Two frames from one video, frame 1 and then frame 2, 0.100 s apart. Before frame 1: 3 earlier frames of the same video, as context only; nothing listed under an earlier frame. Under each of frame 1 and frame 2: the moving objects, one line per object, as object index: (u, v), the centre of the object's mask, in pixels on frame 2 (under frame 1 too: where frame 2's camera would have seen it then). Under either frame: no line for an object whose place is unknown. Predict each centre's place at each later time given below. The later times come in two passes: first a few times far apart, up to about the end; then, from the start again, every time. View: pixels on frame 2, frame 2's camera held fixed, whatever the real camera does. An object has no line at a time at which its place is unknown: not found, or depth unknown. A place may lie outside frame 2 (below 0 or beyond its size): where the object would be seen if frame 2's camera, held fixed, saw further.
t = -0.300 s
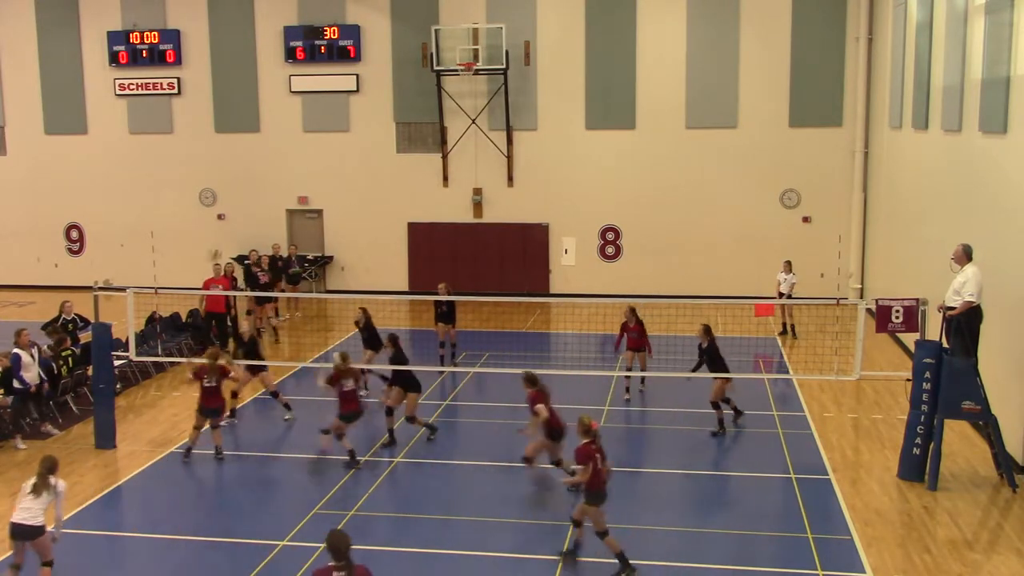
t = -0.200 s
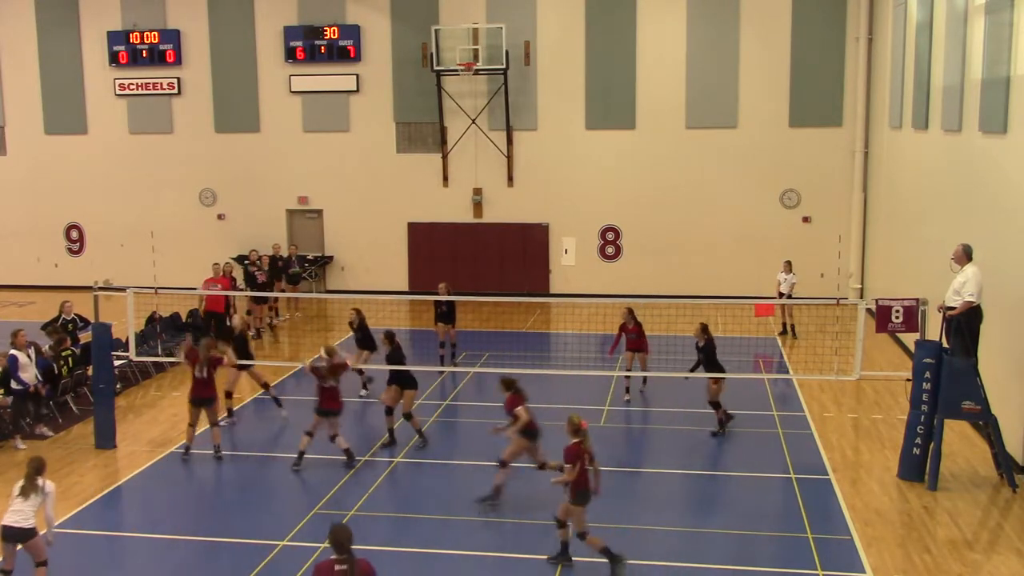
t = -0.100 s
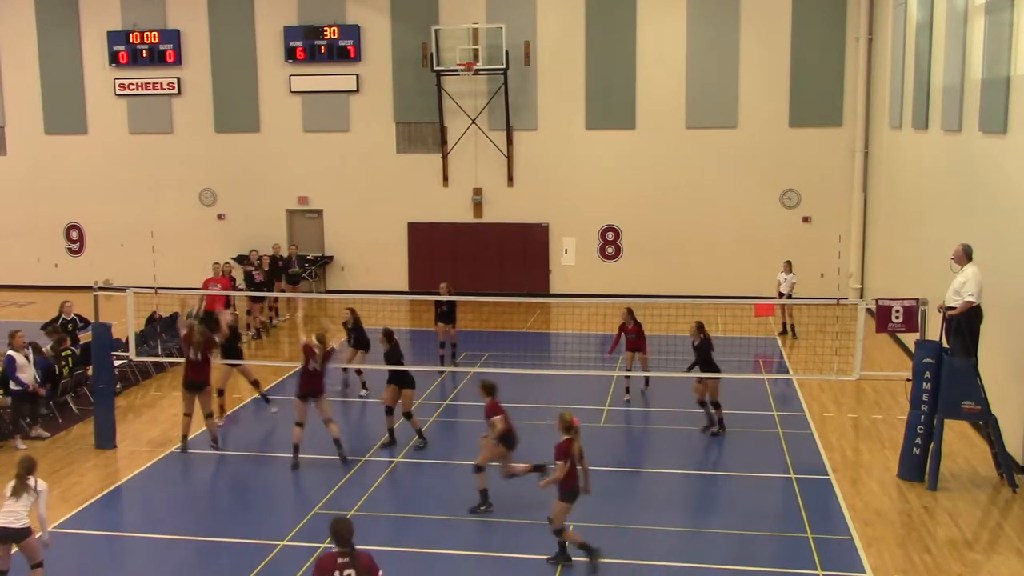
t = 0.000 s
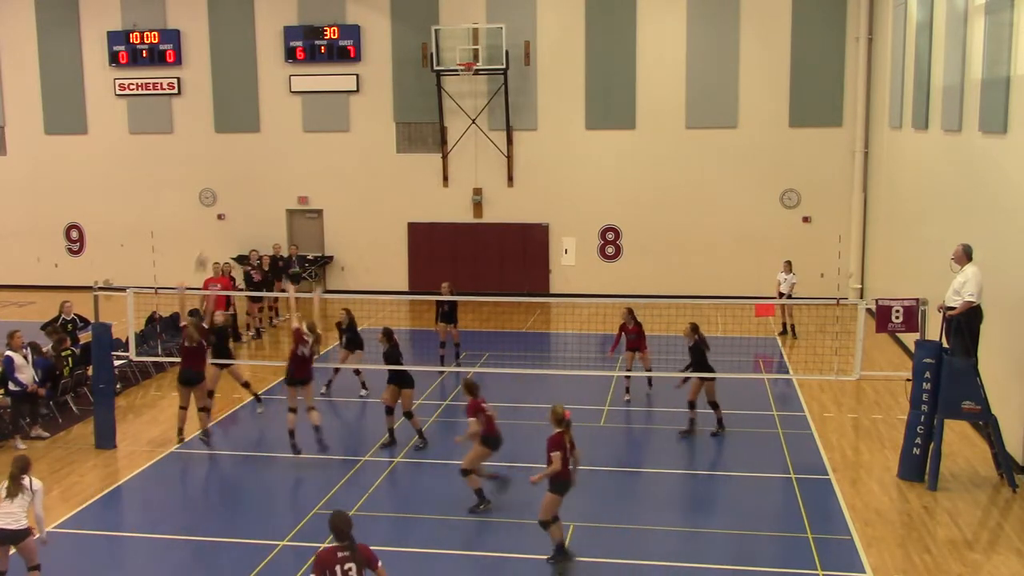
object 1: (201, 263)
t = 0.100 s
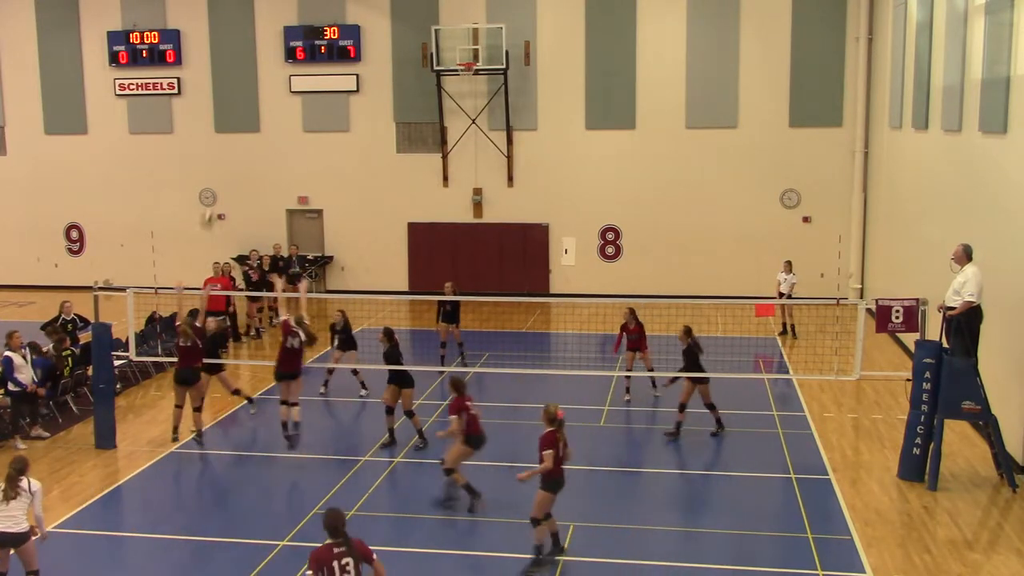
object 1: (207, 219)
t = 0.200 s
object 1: (218, 182)
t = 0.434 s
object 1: (243, 116)
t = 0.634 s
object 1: (270, 91)
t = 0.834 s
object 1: (301, 100)
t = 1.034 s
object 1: (338, 150)
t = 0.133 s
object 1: (211, 206)
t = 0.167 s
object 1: (215, 197)
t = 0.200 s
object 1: (218, 182)
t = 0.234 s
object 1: (221, 171)
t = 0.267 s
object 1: (224, 160)
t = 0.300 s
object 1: (229, 150)
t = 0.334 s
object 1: (231, 140)
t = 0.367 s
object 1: (235, 130)
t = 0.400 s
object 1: (240, 122)
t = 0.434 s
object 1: (243, 116)
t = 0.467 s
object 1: (247, 109)
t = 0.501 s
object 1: (251, 103)
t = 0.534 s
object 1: (256, 99)
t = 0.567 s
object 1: (260, 96)
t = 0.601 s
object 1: (265, 93)
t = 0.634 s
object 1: (270, 91)
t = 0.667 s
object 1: (275, 91)
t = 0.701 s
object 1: (279, 90)
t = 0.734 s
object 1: (285, 91)
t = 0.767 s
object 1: (290, 93)
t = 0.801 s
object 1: (295, 96)
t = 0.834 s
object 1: (301, 100)
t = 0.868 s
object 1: (307, 105)
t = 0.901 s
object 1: (313, 112)
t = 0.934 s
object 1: (318, 119)
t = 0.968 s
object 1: (324, 128)
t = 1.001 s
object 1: (331, 138)
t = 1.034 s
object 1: (338, 150)
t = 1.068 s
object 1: (345, 163)
